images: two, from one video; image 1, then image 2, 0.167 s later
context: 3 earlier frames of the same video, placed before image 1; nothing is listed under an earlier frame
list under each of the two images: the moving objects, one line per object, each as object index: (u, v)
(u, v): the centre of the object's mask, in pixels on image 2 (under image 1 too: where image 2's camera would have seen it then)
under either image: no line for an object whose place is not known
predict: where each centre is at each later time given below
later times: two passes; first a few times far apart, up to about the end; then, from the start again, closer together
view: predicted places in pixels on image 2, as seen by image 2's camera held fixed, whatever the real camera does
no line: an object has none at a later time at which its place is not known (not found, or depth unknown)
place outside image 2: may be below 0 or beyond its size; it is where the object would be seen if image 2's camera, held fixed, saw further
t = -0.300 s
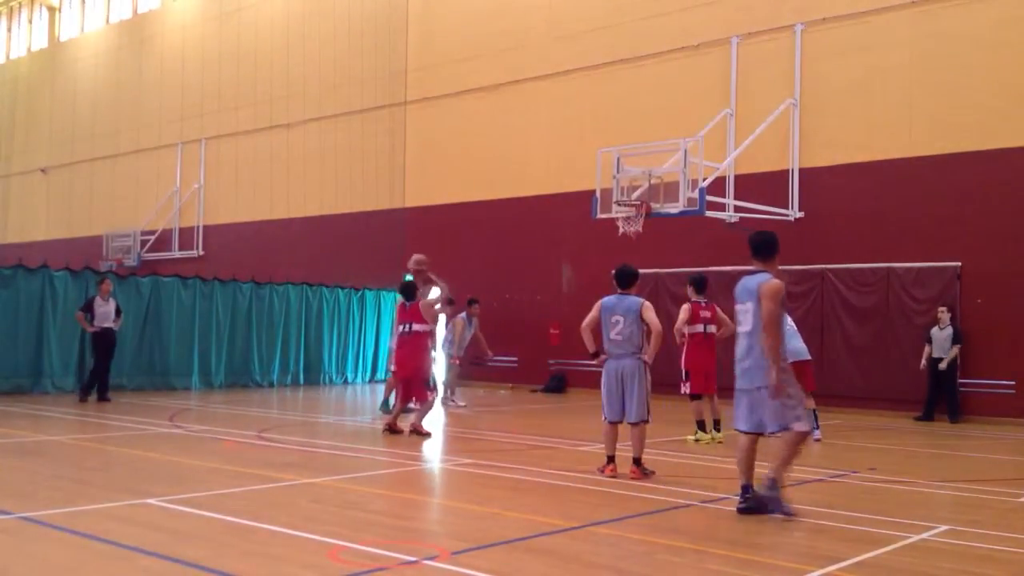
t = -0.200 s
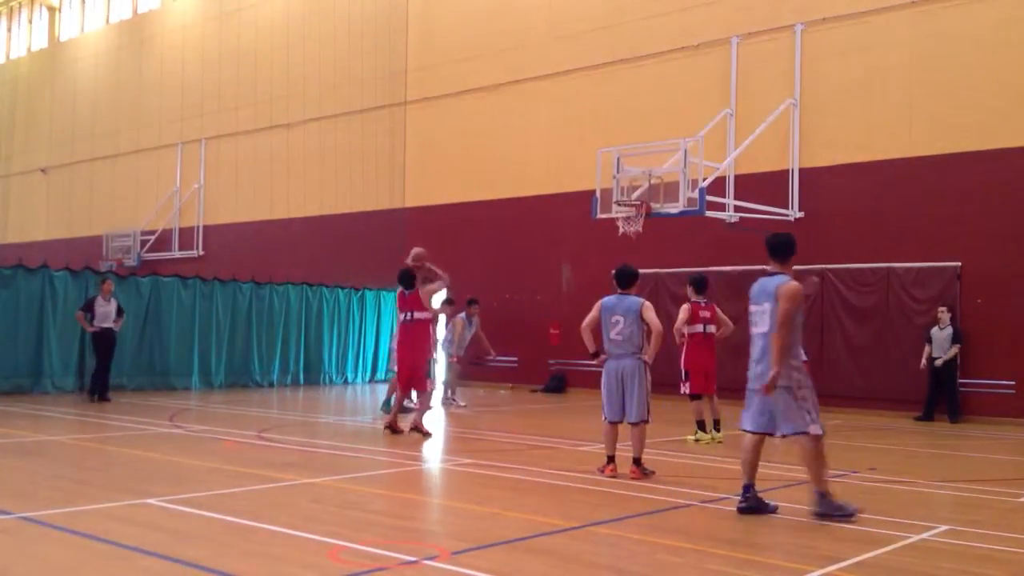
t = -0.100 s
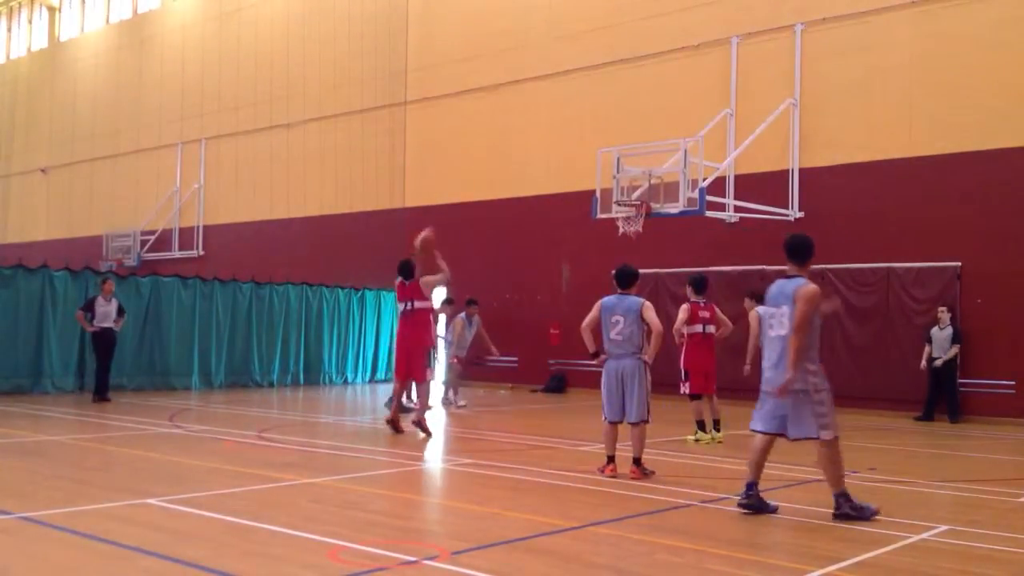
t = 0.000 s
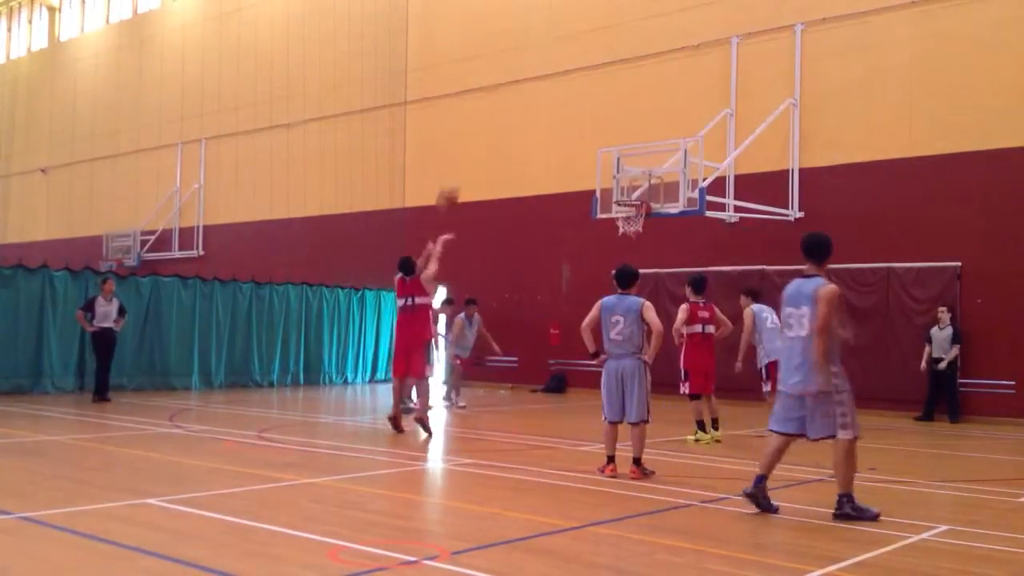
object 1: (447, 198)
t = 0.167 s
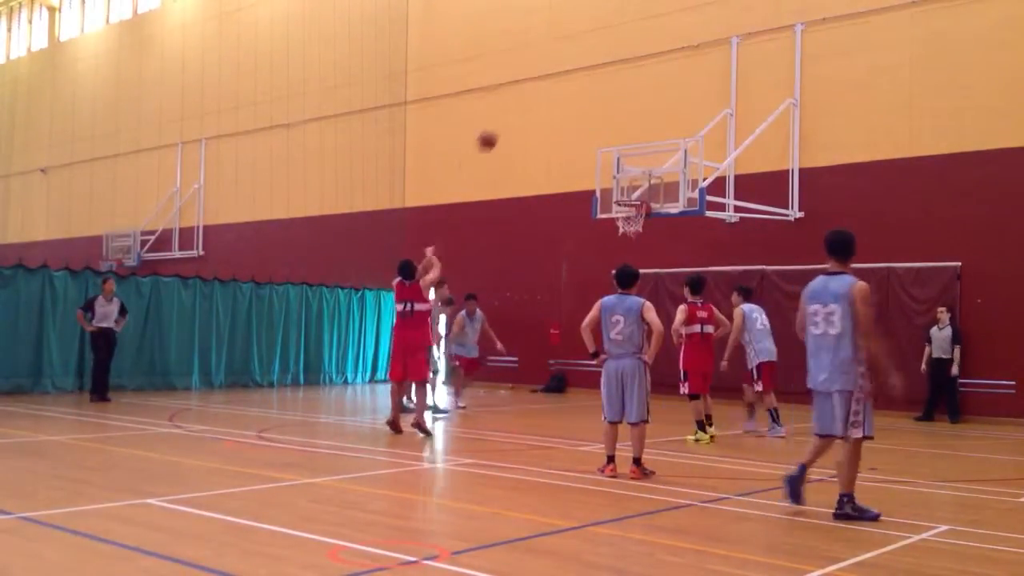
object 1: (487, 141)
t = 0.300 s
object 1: (515, 116)
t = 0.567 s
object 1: (564, 109)
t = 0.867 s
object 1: (609, 160)
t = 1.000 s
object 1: (628, 197)
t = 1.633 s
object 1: (625, 243)
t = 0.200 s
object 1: (494, 133)
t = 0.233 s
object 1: (501, 126)
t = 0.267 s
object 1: (508, 120)
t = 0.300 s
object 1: (515, 116)
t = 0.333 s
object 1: (522, 112)
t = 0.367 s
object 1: (529, 110)
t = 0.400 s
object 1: (534, 107)
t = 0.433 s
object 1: (541, 105)
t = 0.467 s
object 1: (547, 105)
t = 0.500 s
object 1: (552, 105)
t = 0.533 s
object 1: (558, 107)
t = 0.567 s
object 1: (564, 109)
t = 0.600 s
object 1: (569, 112)
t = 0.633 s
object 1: (575, 115)
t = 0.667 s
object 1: (580, 120)
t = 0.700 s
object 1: (585, 124)
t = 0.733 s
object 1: (590, 131)
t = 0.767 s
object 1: (595, 137)
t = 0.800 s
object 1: (600, 144)
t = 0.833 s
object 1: (605, 152)
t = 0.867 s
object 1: (609, 160)
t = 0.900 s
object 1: (614, 168)
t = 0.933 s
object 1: (618, 177)
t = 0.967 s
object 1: (622, 187)
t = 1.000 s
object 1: (628, 197)
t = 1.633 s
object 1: (625, 243)
